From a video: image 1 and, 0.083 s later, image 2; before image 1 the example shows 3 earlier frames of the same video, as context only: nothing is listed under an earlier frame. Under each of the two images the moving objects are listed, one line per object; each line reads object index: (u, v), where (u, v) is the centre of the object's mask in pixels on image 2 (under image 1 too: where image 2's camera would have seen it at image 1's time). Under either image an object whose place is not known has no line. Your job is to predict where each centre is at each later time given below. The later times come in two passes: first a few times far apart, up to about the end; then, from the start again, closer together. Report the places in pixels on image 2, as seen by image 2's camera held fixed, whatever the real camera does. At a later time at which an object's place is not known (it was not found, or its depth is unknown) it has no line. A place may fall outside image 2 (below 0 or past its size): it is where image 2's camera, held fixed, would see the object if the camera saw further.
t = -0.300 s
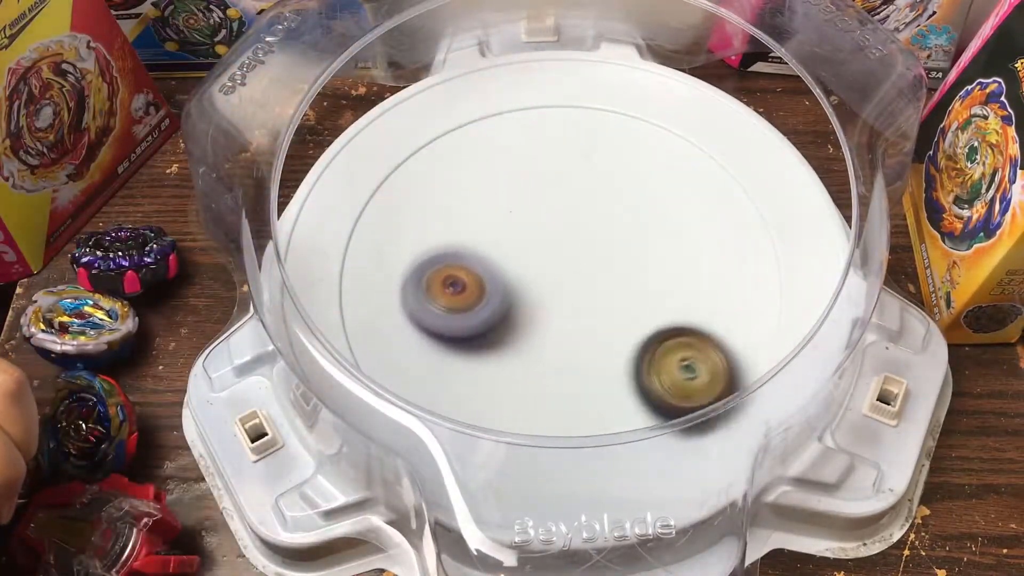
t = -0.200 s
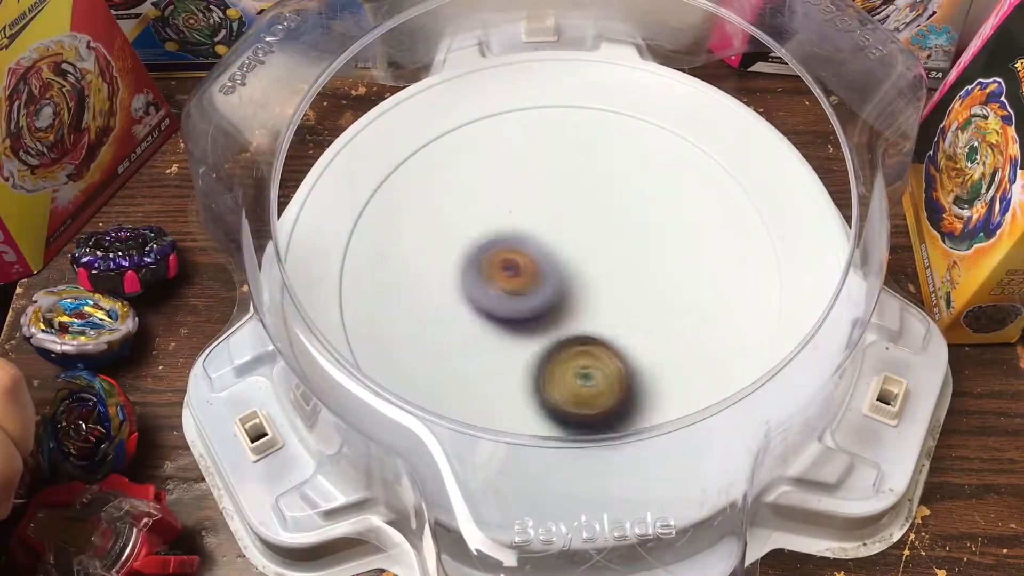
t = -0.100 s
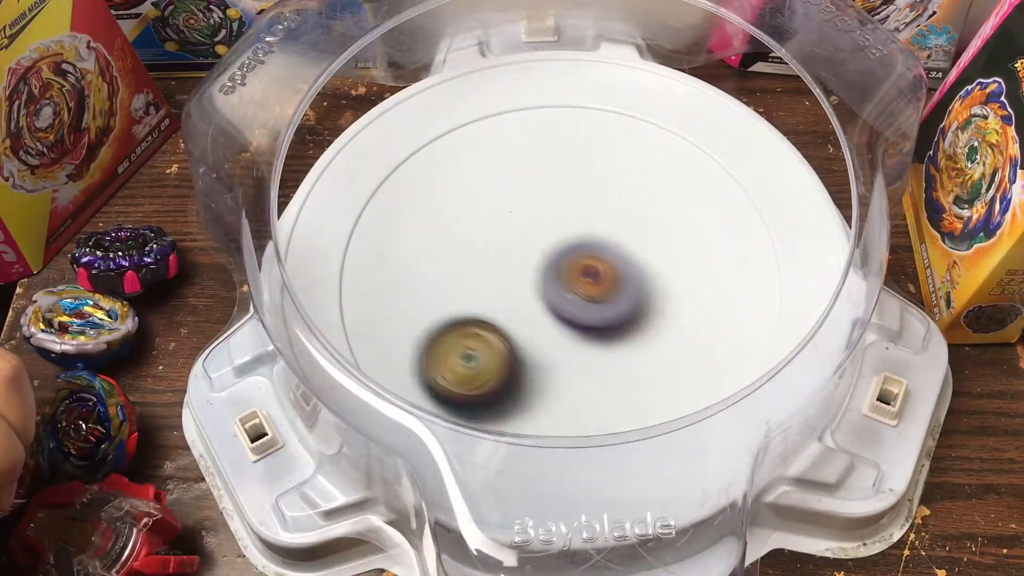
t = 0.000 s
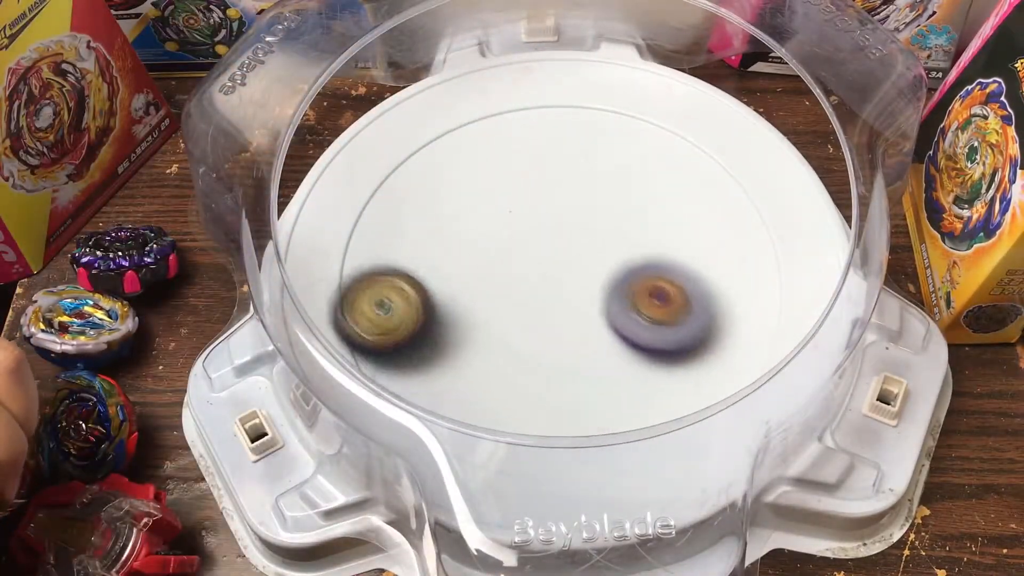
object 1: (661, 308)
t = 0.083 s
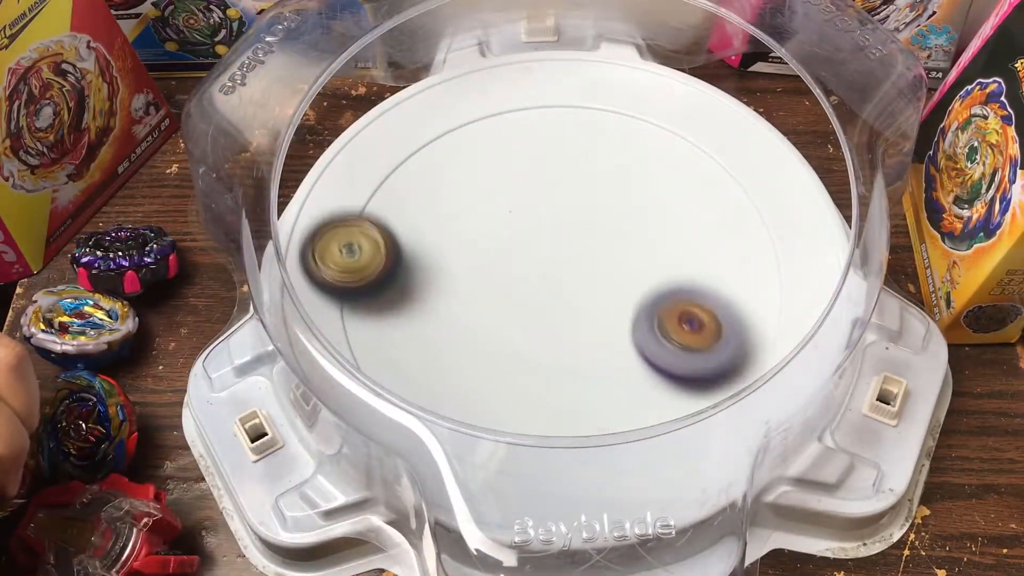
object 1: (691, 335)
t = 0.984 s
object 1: (734, 173)
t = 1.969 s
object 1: (769, 210)
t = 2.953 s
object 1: (689, 365)
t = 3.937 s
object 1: (702, 332)
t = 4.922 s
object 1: (675, 246)
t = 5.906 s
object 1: (582, 152)
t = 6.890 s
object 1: (492, 270)
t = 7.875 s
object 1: (486, 221)
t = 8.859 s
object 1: (326, 317)
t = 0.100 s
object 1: (693, 340)
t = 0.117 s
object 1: (694, 346)
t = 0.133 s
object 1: (693, 352)
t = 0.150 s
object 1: (692, 357)
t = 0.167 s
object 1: (688, 363)
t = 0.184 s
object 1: (682, 367)
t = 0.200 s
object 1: (676, 373)
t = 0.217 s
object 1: (671, 379)
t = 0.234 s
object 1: (664, 385)
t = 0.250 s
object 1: (656, 389)
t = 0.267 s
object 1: (647, 394)
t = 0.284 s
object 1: (636, 398)
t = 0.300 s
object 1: (625, 402)
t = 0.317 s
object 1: (613, 405)
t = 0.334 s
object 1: (602, 407)
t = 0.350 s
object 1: (590, 410)
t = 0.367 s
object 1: (576, 409)
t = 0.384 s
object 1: (561, 408)
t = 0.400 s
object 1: (546, 406)
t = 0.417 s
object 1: (531, 399)
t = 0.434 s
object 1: (517, 396)
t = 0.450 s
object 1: (502, 391)
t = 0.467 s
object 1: (488, 384)
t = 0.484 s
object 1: (475, 377)
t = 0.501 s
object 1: (464, 366)
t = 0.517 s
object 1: (456, 354)
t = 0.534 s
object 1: (449, 339)
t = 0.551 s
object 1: (445, 326)
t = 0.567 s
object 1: (443, 311)
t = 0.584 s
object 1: (443, 296)
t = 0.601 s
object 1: (445, 280)
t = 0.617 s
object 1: (449, 265)
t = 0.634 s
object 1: (455, 250)
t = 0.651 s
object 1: (462, 234)
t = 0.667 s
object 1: (472, 221)
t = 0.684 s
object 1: (483, 207)
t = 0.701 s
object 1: (496, 195)
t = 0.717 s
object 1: (508, 183)
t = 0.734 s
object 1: (521, 173)
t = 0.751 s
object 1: (535, 164)
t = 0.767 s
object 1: (550, 155)
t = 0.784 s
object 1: (566, 148)
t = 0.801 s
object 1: (581, 141)
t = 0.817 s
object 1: (596, 137)
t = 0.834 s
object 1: (612, 133)
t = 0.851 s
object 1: (629, 130)
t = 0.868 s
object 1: (646, 129)
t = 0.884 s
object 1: (661, 129)
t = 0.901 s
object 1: (677, 131)
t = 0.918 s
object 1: (692, 135)
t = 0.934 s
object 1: (706, 140)
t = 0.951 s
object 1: (718, 151)
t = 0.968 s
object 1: (727, 163)
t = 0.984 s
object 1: (734, 173)
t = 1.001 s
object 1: (743, 187)
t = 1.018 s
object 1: (751, 199)
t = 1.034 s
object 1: (758, 213)
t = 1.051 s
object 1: (764, 228)
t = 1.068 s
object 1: (768, 244)
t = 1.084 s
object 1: (771, 260)
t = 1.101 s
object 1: (772, 278)
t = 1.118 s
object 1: (771, 294)
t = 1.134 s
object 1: (770, 314)
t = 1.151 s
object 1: (765, 330)
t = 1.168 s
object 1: (756, 348)
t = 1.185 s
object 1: (744, 364)
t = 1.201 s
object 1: (730, 380)
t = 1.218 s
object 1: (714, 394)
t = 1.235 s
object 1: (695, 406)
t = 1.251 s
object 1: (674, 417)
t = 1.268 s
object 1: (654, 425)
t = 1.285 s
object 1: (631, 429)
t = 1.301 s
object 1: (608, 432)
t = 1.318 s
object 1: (584, 431)
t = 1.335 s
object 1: (562, 428)
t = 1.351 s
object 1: (541, 424)
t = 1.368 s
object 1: (518, 416)
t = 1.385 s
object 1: (496, 405)
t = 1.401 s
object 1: (481, 388)
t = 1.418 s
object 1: (462, 377)
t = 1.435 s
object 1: (447, 364)
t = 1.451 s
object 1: (435, 348)
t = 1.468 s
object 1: (425, 331)
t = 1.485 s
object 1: (418, 314)
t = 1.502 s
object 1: (414, 296)
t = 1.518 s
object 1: (411, 278)
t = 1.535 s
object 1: (409, 259)
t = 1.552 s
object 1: (410, 241)
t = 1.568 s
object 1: (414, 222)
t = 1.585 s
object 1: (419, 205)
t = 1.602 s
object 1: (427, 189)
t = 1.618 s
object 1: (436, 174)
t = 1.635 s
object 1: (446, 159)
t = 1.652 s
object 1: (457, 144)
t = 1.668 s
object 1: (470, 131)
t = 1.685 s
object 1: (484, 118)
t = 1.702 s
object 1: (500, 107)
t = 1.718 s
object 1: (515, 98)
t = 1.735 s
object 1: (532, 94)
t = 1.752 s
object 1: (550, 91)
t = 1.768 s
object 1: (569, 90)
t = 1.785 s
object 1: (589, 90)
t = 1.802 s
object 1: (609, 90)
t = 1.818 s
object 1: (629, 94)
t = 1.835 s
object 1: (649, 102)
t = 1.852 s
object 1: (669, 111)
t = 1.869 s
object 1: (688, 123)
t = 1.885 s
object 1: (707, 134)
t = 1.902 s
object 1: (724, 147)
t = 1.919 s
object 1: (737, 163)
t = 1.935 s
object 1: (748, 180)
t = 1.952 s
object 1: (761, 194)
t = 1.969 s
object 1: (769, 210)
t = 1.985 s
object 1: (776, 230)
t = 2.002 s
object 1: (779, 247)
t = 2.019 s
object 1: (781, 264)
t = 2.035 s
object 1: (778, 280)
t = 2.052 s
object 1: (773, 299)
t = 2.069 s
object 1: (770, 320)
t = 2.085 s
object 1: (762, 339)
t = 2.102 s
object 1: (752, 360)
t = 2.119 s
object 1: (738, 378)
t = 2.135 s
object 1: (722, 398)
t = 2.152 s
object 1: (702, 416)
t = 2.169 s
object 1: (677, 430)
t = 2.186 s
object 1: (651, 442)
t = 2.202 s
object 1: (621, 451)
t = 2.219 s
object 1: (588, 455)
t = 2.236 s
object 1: (555, 457)
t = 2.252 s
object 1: (517, 454)
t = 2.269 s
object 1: (491, 443)
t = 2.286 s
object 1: (468, 427)
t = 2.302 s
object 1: (439, 394)
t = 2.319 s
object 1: (415, 379)
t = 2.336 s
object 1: (390, 361)
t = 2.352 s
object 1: (371, 342)
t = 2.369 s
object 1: (356, 319)
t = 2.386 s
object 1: (343, 295)
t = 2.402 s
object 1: (336, 266)
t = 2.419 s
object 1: (339, 239)
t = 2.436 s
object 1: (346, 213)
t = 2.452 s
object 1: (358, 189)
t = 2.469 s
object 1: (372, 168)
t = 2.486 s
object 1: (390, 149)
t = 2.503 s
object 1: (413, 131)
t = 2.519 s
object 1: (437, 117)
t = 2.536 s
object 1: (465, 106)
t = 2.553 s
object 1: (492, 98)
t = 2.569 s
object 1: (519, 93)
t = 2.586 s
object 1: (548, 91)
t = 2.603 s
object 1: (575, 92)
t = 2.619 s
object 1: (604, 95)
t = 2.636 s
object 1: (629, 101)
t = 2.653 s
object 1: (653, 109)
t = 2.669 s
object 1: (675, 121)
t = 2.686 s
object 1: (697, 132)
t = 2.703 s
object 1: (714, 146)
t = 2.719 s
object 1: (730, 161)
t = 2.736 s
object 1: (743, 175)
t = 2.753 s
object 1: (753, 192)
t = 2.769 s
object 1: (763, 207)
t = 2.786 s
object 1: (769, 223)
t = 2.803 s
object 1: (772, 241)
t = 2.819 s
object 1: (773, 257)
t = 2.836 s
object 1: (772, 273)
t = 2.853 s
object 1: (767, 289)
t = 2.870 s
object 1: (758, 305)
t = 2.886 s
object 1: (748, 320)
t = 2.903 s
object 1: (736, 333)
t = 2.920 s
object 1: (722, 345)
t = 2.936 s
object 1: (707, 355)
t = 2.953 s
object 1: (689, 365)
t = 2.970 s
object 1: (670, 374)
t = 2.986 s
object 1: (651, 378)
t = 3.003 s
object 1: (630, 383)
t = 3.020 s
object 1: (610, 386)
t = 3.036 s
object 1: (589, 387)
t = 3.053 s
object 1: (569, 387)
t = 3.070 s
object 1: (549, 385)
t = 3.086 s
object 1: (529, 381)
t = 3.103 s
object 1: (510, 376)
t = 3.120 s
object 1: (494, 370)
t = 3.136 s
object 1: (477, 361)
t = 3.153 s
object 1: (462, 353)
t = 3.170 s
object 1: (447, 343)
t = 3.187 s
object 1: (435, 332)
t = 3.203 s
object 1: (423, 321)
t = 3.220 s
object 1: (413, 309)
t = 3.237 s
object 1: (403, 297)
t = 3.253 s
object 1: (396, 284)
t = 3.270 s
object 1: (390, 269)
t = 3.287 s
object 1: (385, 256)
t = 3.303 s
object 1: (382, 243)
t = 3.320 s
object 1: (381, 228)
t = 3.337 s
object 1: (380, 215)
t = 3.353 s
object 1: (381, 201)
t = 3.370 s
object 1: (383, 187)
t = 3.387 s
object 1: (386, 174)
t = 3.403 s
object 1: (393, 163)
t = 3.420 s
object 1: (401, 152)
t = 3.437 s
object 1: (411, 141)
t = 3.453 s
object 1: (423, 132)
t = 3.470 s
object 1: (438, 124)
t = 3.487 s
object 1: (452, 117)
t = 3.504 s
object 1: (470, 111)
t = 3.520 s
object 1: (485, 106)
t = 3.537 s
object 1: (501, 101)
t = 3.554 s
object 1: (518, 97)
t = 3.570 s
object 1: (533, 94)
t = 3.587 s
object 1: (550, 94)
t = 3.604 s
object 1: (568, 95)
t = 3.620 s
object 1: (587, 97)
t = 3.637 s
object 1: (606, 100)
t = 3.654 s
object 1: (624, 108)
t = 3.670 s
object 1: (640, 114)
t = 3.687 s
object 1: (654, 122)
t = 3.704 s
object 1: (668, 132)
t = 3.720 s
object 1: (680, 144)
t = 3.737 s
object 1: (690, 155)
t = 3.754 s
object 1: (699, 169)
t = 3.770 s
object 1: (706, 182)
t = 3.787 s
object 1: (711, 196)
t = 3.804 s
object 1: (716, 211)
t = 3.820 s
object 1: (720, 227)
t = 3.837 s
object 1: (722, 243)
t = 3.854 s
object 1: (722, 258)
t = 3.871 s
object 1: (721, 272)
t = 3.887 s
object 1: (718, 288)
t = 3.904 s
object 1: (714, 303)
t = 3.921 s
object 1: (708, 318)
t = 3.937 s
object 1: (702, 332)
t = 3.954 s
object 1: (693, 345)
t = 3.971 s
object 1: (682, 357)
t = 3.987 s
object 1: (671, 368)
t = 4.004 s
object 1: (659, 380)
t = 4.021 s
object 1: (646, 390)
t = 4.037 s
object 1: (632, 399)
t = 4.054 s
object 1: (617, 407)
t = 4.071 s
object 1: (603, 413)
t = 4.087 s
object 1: (586, 418)
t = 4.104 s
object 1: (570, 422)
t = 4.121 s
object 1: (553, 424)
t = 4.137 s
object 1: (535, 425)
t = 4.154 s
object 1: (519, 425)
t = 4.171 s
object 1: (504, 424)
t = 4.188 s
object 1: (486, 420)
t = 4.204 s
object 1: (473, 414)
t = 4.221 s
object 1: (461, 403)
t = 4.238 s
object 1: (448, 390)
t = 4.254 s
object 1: (434, 383)
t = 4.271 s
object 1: (424, 377)
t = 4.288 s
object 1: (413, 368)
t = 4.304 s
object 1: (404, 360)
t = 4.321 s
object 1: (394, 352)
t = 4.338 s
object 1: (386, 342)
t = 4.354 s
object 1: (379, 332)
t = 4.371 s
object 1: (372, 321)
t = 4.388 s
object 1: (367, 309)
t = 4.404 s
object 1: (364, 298)
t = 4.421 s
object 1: (366, 286)
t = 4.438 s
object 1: (368, 274)
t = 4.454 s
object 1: (372, 263)
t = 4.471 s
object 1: (377, 252)
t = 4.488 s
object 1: (383, 241)
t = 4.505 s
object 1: (391, 230)
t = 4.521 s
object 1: (400, 220)
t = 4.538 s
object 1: (410, 212)
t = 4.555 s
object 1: (420, 204)
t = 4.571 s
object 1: (431, 197)
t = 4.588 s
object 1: (444, 191)
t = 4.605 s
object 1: (457, 185)
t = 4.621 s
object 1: (469, 181)
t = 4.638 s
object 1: (482, 178)
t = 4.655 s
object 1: (496, 176)
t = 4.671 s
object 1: (509, 175)
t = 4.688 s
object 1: (523, 173)
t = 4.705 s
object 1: (537, 174)
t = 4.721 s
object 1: (550, 175)
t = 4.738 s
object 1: (563, 177)
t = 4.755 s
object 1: (577, 179)
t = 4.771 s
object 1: (590, 183)
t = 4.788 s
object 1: (602, 188)
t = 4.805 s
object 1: (613, 193)
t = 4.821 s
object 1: (624, 198)
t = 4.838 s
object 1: (635, 206)
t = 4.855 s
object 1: (644, 212)
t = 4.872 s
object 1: (653, 219)
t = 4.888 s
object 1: (662, 228)
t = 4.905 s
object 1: (669, 237)
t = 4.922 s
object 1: (675, 246)
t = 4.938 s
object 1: (682, 256)
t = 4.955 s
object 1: (687, 266)
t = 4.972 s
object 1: (691, 276)
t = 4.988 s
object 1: (694, 285)
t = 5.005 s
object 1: (695, 296)
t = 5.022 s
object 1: (695, 307)
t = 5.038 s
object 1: (694, 317)
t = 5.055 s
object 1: (692, 328)
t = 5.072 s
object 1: (689, 338)
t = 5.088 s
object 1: (683, 348)
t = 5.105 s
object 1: (677, 356)
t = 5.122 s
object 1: (670, 365)
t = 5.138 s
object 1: (662, 371)
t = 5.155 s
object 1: (652, 376)
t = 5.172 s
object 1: (642, 382)
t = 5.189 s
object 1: (631, 387)
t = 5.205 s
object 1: (621, 392)
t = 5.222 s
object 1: (608, 395)
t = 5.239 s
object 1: (596, 397)
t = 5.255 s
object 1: (583, 397)
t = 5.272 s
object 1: (570, 395)
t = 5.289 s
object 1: (557, 393)
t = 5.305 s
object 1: (545, 390)
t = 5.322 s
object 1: (534, 386)
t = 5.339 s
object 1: (522, 382)
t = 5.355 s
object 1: (512, 376)
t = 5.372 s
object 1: (503, 369)
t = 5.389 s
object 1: (494, 360)
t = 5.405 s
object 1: (488, 352)
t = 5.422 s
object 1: (482, 343)
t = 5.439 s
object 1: (476, 333)
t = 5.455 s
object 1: (473, 324)
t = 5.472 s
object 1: (469, 314)
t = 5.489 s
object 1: (468, 303)
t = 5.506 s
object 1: (467, 293)
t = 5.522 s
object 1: (467, 283)
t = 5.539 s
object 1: (468, 273)
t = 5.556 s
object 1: (468, 265)
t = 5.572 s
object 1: (464, 255)
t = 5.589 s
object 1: (462, 248)
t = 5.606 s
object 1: (460, 239)
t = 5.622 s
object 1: (460, 230)
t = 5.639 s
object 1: (462, 222)
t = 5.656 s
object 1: (464, 214)
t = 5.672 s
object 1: (468, 206)
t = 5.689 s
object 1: (472, 199)
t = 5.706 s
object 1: (478, 192)
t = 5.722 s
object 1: (484, 186)
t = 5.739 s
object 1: (491, 178)
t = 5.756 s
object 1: (499, 173)
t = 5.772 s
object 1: (506, 168)
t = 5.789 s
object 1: (514, 163)
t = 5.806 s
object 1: (522, 160)
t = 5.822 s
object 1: (531, 156)
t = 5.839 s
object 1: (541, 155)
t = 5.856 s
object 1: (551, 152)
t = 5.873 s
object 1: (562, 151)
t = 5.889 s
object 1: (571, 152)
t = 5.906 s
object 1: (582, 152)
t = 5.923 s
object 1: (592, 155)
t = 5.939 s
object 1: (602, 158)
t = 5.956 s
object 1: (612, 162)
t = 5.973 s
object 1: (619, 166)
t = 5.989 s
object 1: (627, 171)
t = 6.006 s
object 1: (635, 173)
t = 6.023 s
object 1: (643, 174)
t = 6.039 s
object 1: (650, 176)
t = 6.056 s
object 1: (655, 179)
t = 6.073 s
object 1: (662, 185)
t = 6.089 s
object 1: (667, 191)
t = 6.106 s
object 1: (672, 199)
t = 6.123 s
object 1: (675, 206)
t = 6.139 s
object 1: (678, 215)
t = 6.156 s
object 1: (679, 224)
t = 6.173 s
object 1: (680, 234)
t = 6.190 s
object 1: (679, 243)
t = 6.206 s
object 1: (676, 253)
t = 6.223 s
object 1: (673, 262)
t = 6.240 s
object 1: (668, 271)
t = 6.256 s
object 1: (663, 280)
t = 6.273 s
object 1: (671, 278)
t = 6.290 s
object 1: (681, 275)
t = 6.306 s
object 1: (693, 272)
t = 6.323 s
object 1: (699, 270)
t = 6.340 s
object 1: (706, 268)
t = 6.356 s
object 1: (710, 266)
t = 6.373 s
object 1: (712, 266)
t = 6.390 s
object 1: (713, 266)
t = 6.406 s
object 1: (712, 268)
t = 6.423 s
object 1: (710, 270)
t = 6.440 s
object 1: (706, 274)
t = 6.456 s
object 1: (702, 278)
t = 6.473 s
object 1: (697, 282)
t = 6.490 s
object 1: (691, 288)
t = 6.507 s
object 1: (684, 293)
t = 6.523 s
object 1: (675, 298)
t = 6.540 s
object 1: (667, 304)
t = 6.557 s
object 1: (656, 308)
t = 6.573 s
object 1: (646, 312)
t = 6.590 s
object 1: (636, 314)
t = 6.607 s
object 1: (624, 315)
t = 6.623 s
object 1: (613, 317)
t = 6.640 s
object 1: (601, 316)
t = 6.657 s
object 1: (589, 317)
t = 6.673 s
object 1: (579, 316)
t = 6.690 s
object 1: (568, 314)
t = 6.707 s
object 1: (558, 312)
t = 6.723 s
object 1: (548, 309)
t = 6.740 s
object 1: (539, 306)
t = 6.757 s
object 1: (532, 302)
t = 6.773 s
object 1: (524, 298)
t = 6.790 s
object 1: (517, 294)
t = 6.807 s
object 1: (513, 289)
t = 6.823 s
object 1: (507, 286)
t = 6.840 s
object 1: (503, 284)
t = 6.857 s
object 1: (498, 279)
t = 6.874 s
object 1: (494, 275)
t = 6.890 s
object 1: (492, 270)
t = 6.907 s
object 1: (488, 265)
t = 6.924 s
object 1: (485, 261)
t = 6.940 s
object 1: (483, 255)
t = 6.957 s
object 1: (481, 249)
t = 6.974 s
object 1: (480, 244)
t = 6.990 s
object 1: (479, 238)
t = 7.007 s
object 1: (477, 232)
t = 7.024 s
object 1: (478, 228)
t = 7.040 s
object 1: (478, 222)
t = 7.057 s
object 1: (477, 218)
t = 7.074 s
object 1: (478, 213)
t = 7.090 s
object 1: (479, 207)
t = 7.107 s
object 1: (479, 202)
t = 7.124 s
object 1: (482, 198)
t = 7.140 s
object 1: (485, 192)
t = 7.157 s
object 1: (488, 188)
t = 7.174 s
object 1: (494, 183)
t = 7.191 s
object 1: (499, 180)
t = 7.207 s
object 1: (506, 177)
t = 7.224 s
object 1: (513, 175)
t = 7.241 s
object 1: (520, 175)
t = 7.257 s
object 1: (528, 175)
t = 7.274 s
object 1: (537, 177)
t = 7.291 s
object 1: (544, 180)
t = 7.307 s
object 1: (551, 183)
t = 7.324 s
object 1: (558, 188)
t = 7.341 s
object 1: (564, 194)
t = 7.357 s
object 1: (570, 199)
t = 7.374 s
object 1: (575, 206)
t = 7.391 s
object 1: (578, 213)
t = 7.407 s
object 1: (581, 220)
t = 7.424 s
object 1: (583, 228)
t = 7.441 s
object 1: (584, 236)
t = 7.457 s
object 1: (586, 245)
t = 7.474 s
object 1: (585, 253)
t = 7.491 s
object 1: (585, 260)
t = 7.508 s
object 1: (584, 268)
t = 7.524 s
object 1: (581, 274)
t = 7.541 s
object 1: (574, 273)
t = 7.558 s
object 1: (566, 271)
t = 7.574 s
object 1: (558, 269)
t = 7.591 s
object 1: (550, 267)
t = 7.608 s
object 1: (543, 266)
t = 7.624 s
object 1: (536, 266)
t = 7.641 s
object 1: (530, 265)
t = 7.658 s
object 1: (523, 264)
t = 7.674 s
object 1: (516, 262)
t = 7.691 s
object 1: (511, 261)
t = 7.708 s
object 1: (507, 258)
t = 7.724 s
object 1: (501, 255)
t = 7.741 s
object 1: (496, 252)
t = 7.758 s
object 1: (492, 249)
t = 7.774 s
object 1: (489, 245)
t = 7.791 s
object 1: (487, 241)
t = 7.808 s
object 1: (485, 237)
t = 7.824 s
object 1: (483, 232)
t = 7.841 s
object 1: (483, 229)
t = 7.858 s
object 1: (484, 225)
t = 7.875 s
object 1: (486, 221)
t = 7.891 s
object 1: (487, 217)
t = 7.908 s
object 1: (490, 214)
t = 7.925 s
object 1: (494, 213)
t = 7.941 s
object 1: (497, 211)
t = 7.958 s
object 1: (502, 210)
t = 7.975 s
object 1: (507, 210)
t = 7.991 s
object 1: (513, 210)
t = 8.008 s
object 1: (518, 211)
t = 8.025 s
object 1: (523, 213)
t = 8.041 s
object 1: (529, 214)
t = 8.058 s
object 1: (534, 218)
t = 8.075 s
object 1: (539, 222)
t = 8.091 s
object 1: (540, 221)
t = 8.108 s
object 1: (537, 217)
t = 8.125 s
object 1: (534, 211)
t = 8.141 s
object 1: (530, 208)
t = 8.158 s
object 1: (526, 205)
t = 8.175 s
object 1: (524, 202)
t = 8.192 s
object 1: (523, 200)
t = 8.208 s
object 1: (522, 200)
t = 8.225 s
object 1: (522, 201)
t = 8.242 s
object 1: (523, 203)
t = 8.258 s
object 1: (526, 205)
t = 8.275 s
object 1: (530, 208)
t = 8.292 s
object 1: (534, 213)
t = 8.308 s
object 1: (539, 217)
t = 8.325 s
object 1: (544, 222)
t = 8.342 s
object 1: (548, 227)
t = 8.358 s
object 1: (552, 233)
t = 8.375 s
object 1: (556, 238)
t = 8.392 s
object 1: (559, 245)
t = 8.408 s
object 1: (562, 251)
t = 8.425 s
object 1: (565, 258)
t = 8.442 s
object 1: (567, 264)
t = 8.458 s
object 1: (569, 270)
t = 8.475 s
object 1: (570, 276)
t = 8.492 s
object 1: (571, 283)
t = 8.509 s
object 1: (571, 288)
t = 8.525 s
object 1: (571, 295)
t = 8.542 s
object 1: (571, 302)
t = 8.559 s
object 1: (569, 309)
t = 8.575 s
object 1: (565, 316)
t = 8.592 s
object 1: (537, 326)
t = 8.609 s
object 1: (510, 335)
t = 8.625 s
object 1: (484, 341)
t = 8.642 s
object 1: (459, 347)
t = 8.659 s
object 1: (436, 351)
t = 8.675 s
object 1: (414, 352)
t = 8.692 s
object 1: (400, 351)
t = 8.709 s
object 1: (386, 348)
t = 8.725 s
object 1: (374, 342)
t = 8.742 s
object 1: (367, 337)
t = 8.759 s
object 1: (361, 333)
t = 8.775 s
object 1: (354, 330)
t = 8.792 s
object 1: (349, 327)
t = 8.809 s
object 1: (332, 323)
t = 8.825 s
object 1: (325, 323)
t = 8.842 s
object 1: (326, 320)
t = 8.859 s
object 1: (326, 317)
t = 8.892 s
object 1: (327, 307)
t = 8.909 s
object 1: (326, 304)
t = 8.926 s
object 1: (327, 298)
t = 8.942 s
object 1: (329, 295)
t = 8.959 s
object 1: (332, 289)
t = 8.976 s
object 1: (336, 286)
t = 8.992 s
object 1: (343, 280)
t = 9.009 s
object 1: (346, 276)
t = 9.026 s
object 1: (350, 272)
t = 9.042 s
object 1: (356, 268)
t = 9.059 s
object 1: (365, 261)
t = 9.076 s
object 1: (373, 258)
